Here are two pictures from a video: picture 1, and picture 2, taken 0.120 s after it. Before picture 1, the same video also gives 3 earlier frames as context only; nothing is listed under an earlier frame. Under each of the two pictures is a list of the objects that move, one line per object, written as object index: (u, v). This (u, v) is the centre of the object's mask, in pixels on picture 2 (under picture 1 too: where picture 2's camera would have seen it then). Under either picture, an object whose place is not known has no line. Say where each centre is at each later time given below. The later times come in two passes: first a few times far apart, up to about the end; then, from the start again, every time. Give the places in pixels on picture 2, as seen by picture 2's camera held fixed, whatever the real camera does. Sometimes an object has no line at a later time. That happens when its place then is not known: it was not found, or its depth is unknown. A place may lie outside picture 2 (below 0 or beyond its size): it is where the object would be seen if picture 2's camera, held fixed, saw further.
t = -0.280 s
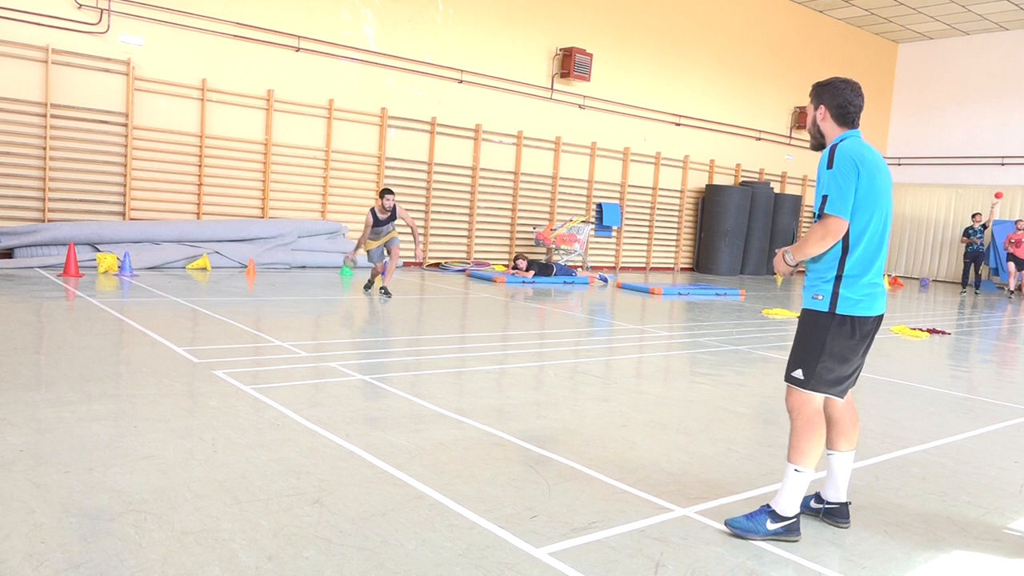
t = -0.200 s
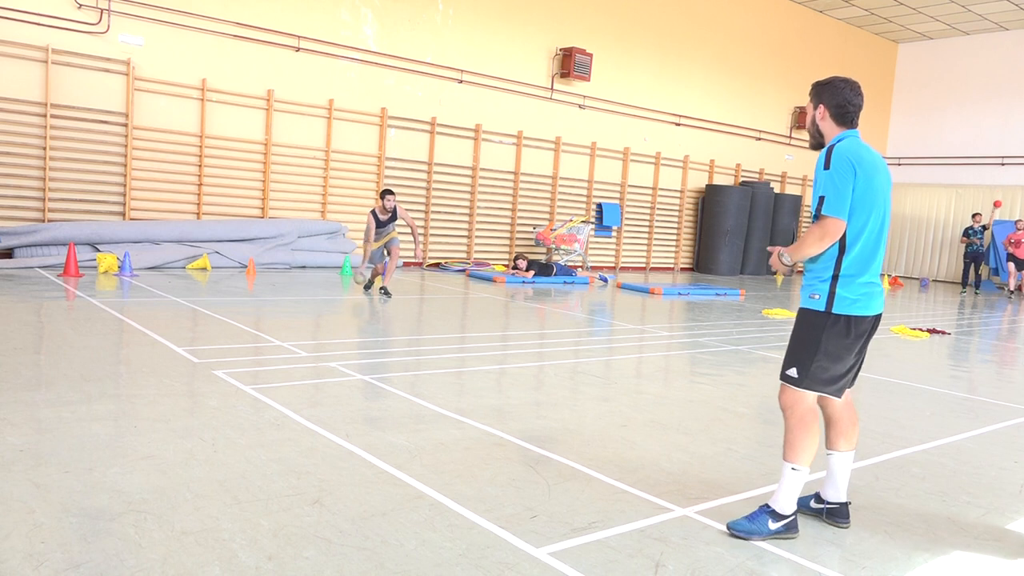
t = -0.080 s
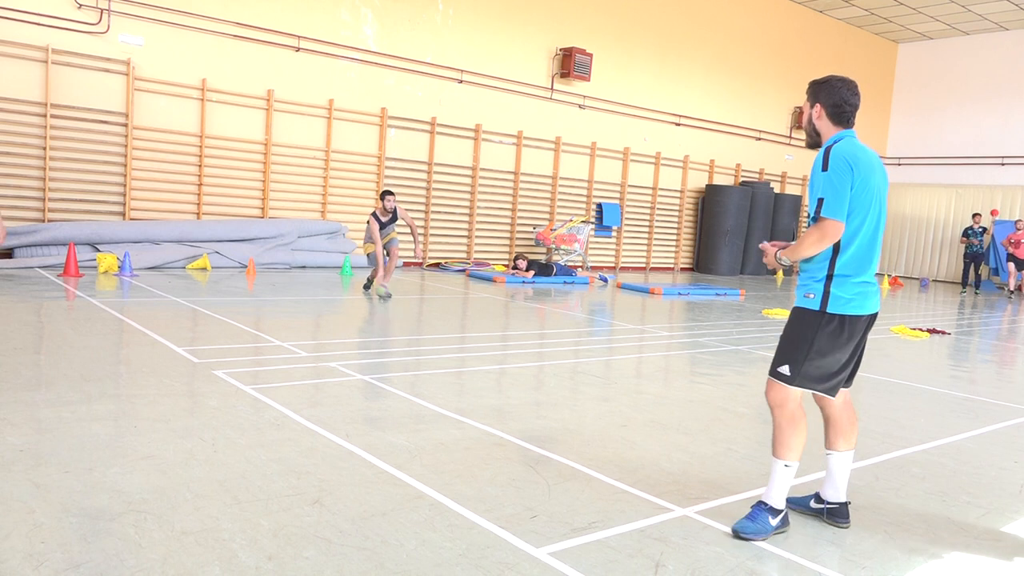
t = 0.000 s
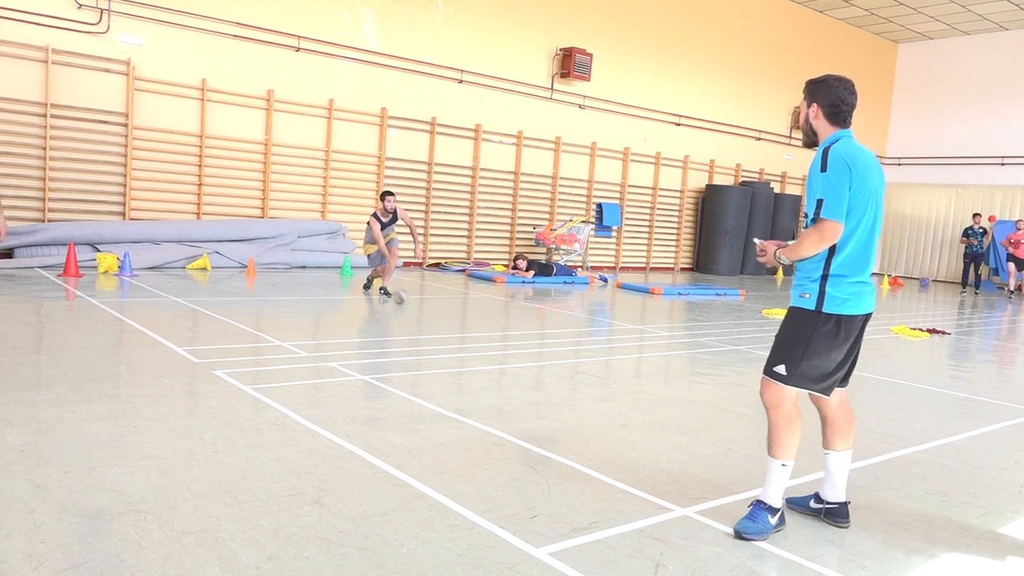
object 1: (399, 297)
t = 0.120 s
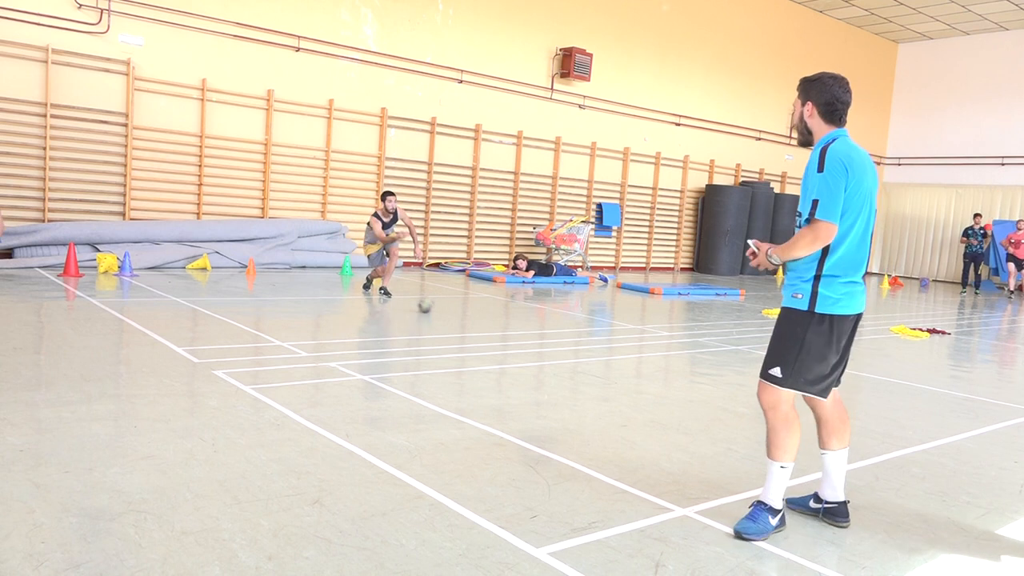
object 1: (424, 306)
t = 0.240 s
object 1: (449, 313)
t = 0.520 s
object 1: (508, 330)
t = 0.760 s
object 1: (566, 347)
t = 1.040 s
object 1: (649, 370)
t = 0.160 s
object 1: (434, 308)
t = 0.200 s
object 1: (441, 310)
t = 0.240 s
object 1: (449, 313)
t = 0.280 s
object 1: (458, 314)
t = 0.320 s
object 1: (467, 318)
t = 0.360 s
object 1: (475, 320)
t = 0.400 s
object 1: (483, 322)
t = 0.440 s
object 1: (491, 325)
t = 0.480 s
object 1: (500, 328)
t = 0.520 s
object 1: (508, 330)
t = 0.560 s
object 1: (518, 332)
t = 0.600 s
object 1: (527, 337)
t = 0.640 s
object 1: (536, 339)
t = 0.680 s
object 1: (546, 341)
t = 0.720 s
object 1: (557, 343)
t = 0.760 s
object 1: (566, 347)
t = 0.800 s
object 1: (577, 350)
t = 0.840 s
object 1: (588, 354)
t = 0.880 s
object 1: (600, 356)
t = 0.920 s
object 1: (610, 361)
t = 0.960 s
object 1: (623, 363)
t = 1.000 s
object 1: (636, 368)
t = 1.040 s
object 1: (649, 370)
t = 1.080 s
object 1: (663, 375)
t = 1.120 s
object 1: (677, 379)
